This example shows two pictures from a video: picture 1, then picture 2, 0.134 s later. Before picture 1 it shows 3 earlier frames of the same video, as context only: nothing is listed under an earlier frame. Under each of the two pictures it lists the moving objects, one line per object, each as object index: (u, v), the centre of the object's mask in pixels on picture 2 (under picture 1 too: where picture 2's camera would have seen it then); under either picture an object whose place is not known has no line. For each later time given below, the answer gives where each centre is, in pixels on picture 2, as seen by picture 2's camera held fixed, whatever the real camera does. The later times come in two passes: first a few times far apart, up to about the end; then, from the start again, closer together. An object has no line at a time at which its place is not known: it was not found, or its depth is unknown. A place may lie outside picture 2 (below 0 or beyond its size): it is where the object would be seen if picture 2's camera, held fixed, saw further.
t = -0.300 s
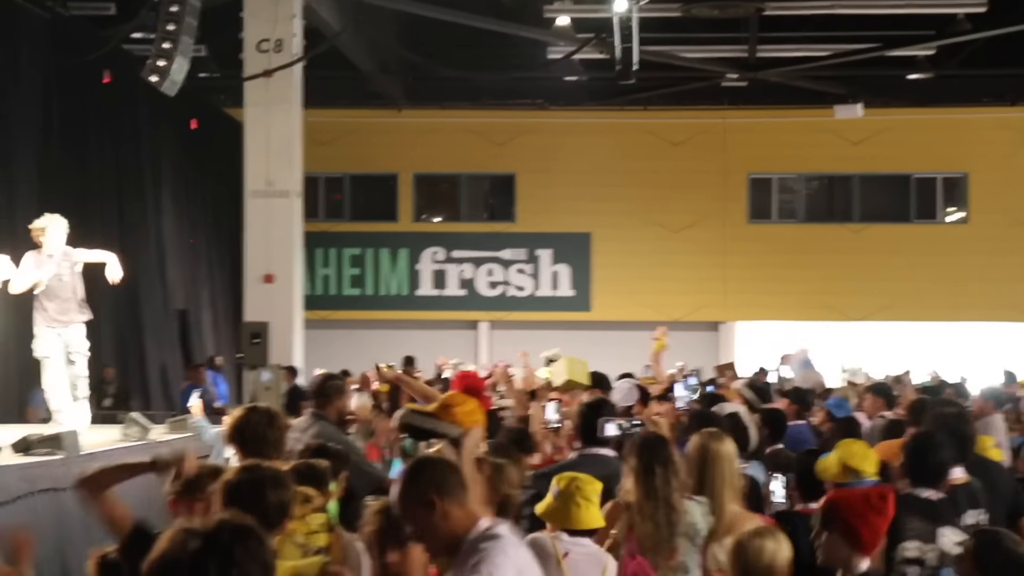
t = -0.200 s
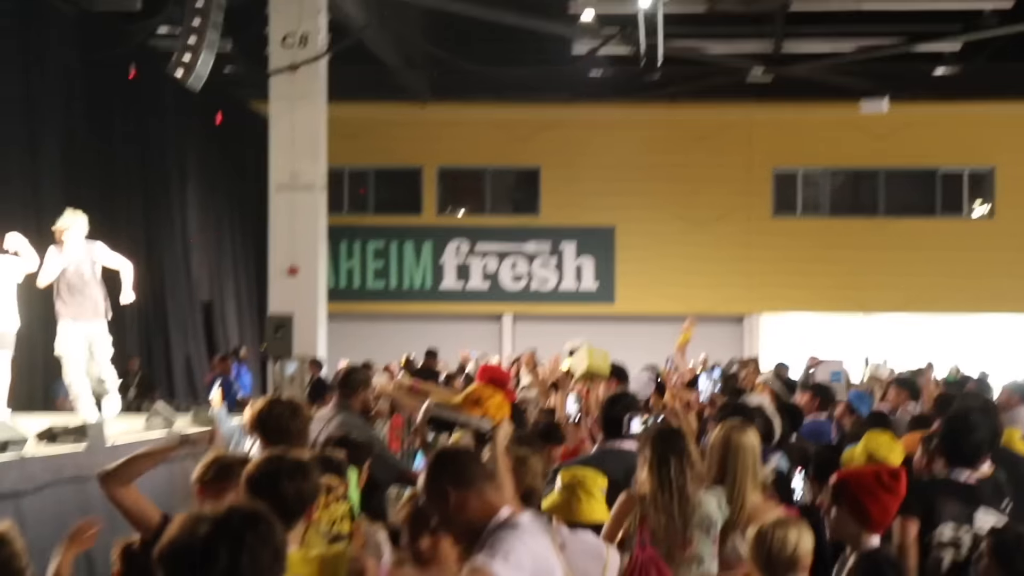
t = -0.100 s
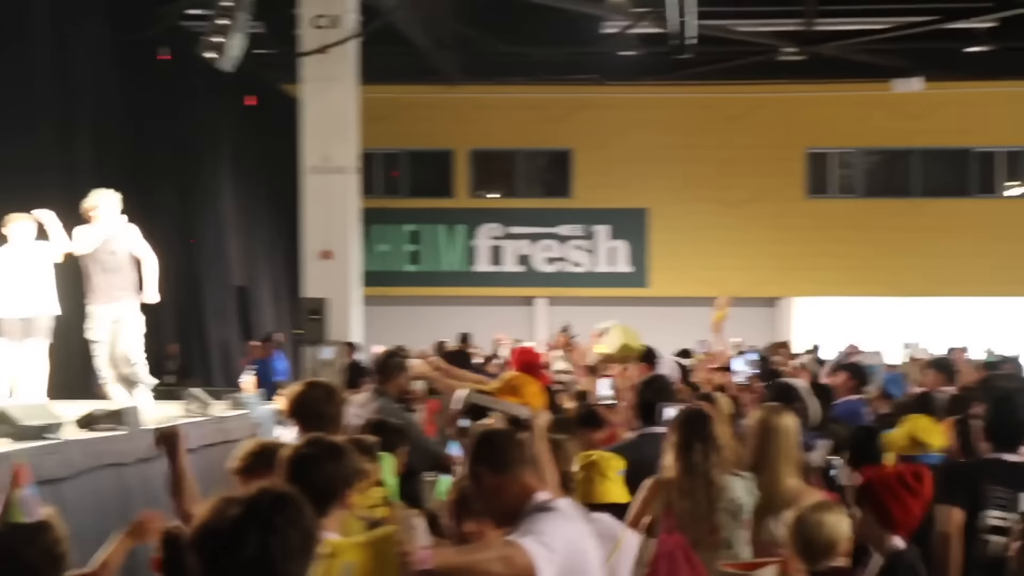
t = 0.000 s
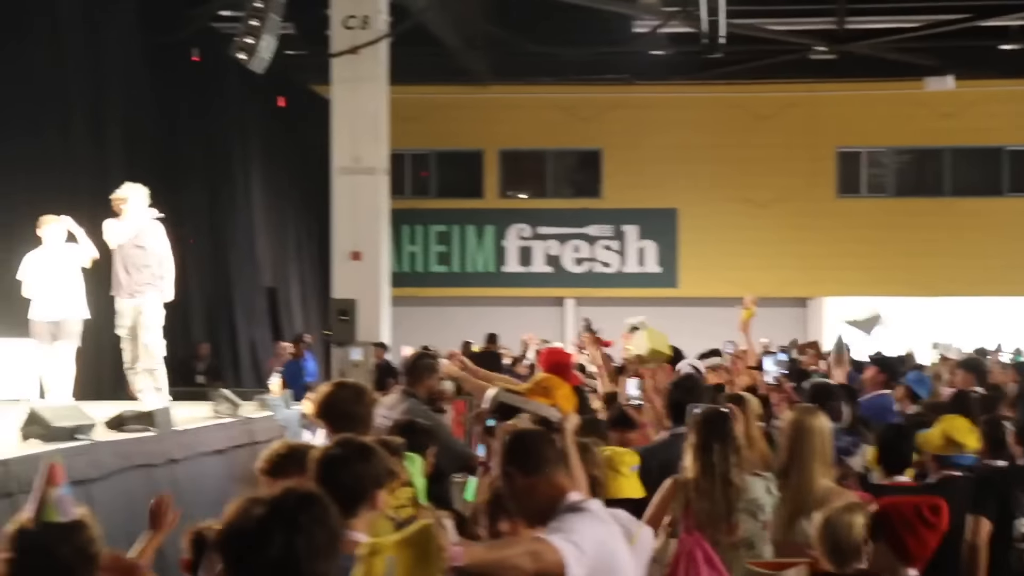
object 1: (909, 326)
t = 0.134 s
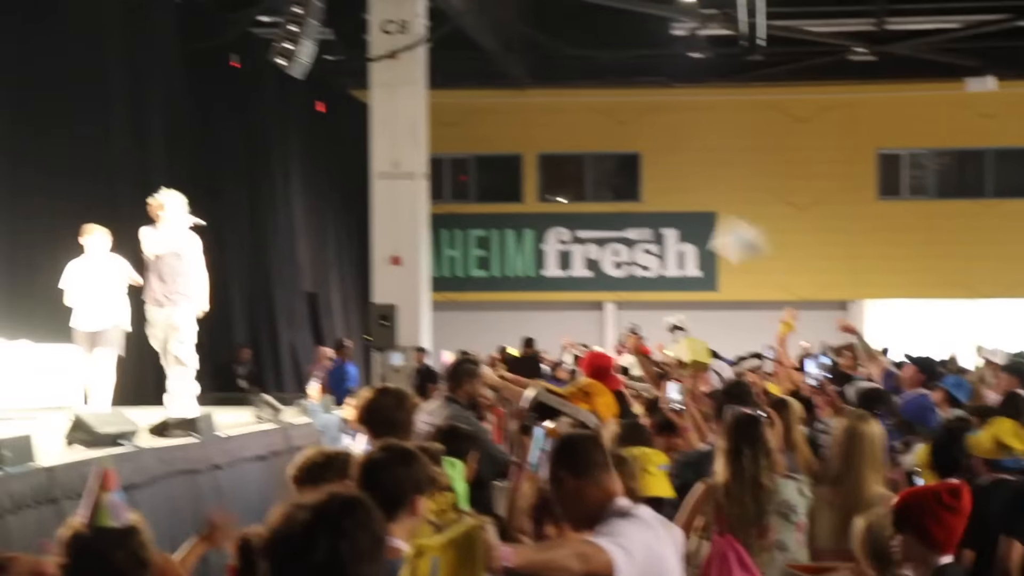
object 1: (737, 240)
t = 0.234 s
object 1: (609, 196)
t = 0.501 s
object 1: (294, 143)
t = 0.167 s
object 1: (694, 223)
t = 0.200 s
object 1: (650, 209)
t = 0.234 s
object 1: (609, 196)
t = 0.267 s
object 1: (566, 185)
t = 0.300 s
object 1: (528, 176)
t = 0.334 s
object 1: (487, 167)
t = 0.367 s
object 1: (445, 158)
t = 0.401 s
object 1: (408, 153)
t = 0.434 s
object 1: (368, 148)
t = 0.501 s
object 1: (294, 143)
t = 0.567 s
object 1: (218, 138)
